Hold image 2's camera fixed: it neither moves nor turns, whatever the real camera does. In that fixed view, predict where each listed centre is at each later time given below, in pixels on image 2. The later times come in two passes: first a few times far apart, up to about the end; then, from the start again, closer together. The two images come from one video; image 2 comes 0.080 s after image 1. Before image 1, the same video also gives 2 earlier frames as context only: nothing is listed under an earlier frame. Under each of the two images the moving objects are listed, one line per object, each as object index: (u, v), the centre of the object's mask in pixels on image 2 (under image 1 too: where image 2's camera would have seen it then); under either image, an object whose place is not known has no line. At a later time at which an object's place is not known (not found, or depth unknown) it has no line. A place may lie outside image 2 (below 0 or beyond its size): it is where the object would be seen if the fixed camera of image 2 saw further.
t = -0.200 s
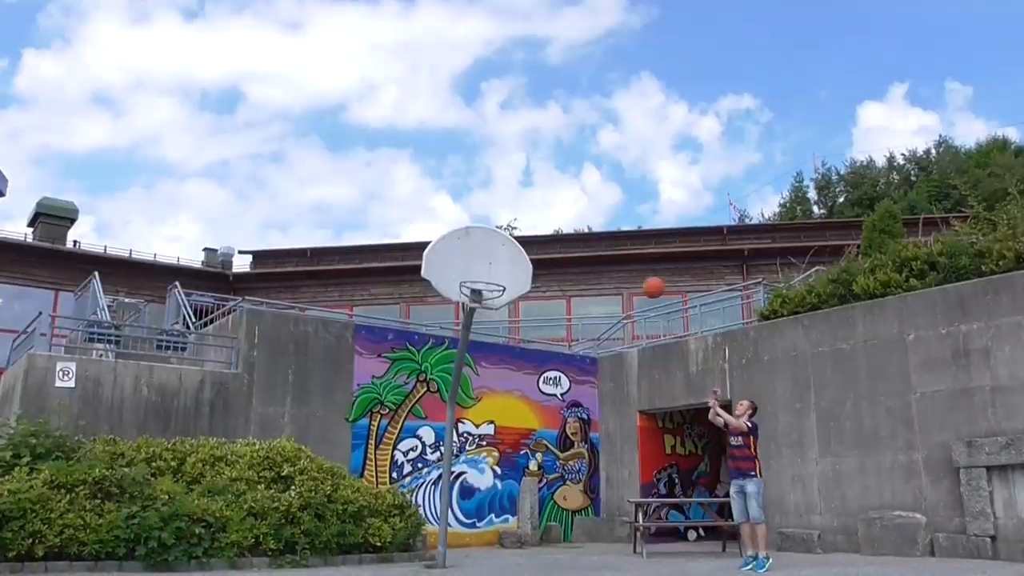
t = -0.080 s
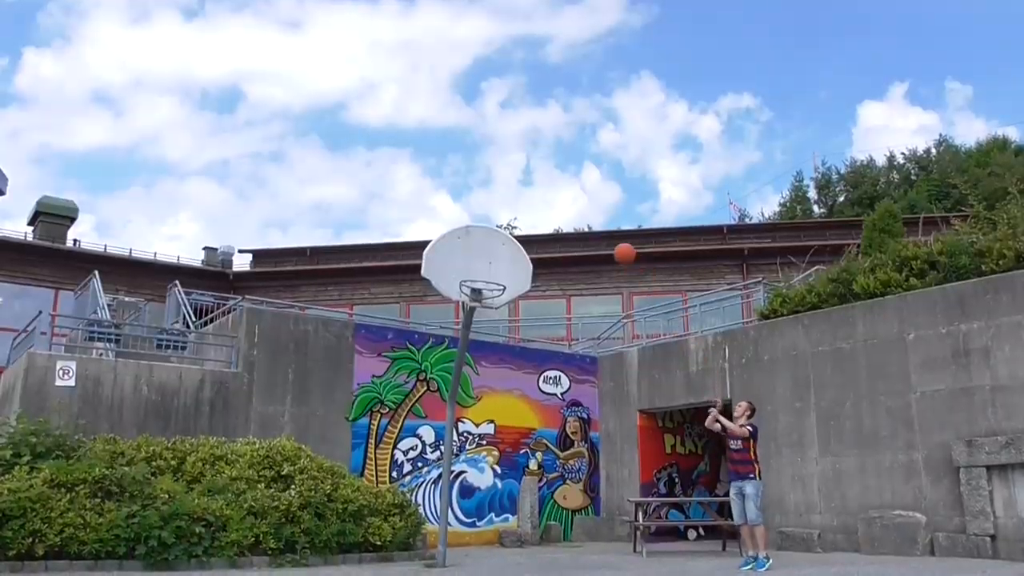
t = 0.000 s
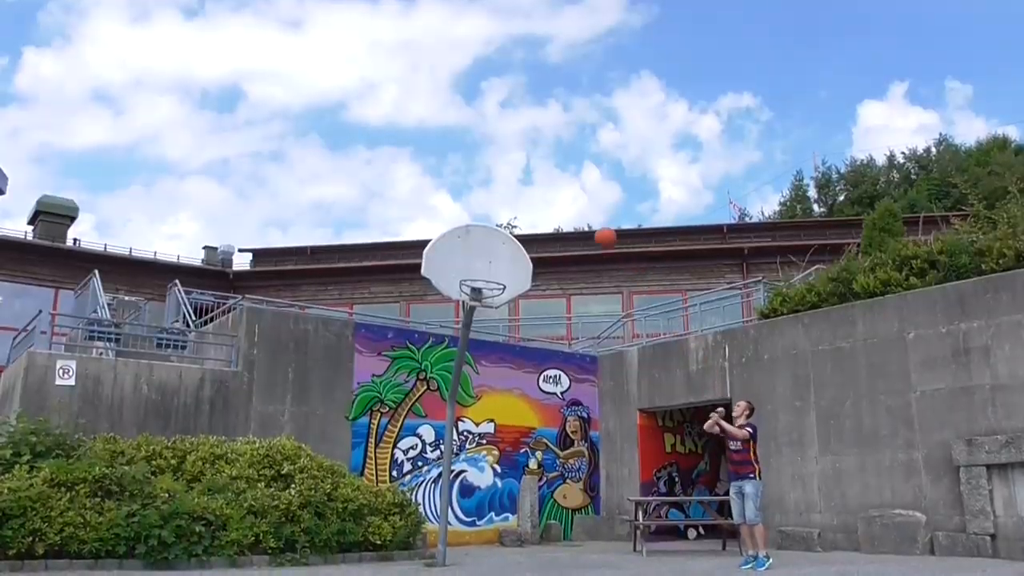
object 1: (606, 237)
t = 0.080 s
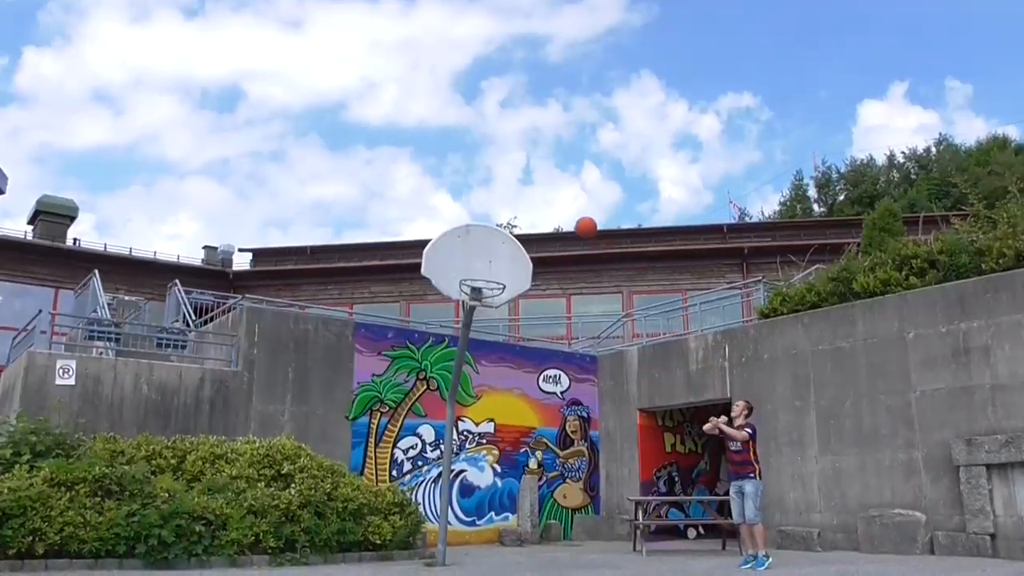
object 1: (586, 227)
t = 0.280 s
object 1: (537, 225)
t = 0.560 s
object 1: (476, 265)
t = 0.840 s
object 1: (495, 252)
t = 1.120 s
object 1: (514, 290)
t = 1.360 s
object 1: (531, 375)
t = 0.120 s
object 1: (576, 223)
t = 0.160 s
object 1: (566, 222)
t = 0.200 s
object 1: (556, 221)
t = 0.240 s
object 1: (547, 222)
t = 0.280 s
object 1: (537, 225)
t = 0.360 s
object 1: (517, 234)
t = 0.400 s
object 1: (506, 240)
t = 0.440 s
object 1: (496, 249)
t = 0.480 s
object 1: (485, 259)
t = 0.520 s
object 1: (475, 270)
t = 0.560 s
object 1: (476, 265)
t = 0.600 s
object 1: (479, 259)
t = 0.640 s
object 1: (482, 255)
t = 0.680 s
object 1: (485, 251)
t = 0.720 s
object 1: (487, 250)
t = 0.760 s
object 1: (490, 249)
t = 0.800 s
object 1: (493, 250)
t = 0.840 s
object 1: (495, 252)
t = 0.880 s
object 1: (498, 257)
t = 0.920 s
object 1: (501, 261)
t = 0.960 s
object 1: (503, 264)
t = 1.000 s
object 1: (506, 269)
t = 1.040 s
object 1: (509, 275)
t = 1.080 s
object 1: (512, 281)
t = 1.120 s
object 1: (514, 290)
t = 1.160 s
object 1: (517, 301)
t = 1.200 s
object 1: (520, 312)
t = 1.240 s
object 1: (523, 326)
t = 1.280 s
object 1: (525, 342)
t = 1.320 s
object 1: (528, 358)
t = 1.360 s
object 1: (531, 375)
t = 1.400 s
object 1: (534, 397)
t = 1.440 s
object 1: (537, 417)
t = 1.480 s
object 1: (540, 441)
